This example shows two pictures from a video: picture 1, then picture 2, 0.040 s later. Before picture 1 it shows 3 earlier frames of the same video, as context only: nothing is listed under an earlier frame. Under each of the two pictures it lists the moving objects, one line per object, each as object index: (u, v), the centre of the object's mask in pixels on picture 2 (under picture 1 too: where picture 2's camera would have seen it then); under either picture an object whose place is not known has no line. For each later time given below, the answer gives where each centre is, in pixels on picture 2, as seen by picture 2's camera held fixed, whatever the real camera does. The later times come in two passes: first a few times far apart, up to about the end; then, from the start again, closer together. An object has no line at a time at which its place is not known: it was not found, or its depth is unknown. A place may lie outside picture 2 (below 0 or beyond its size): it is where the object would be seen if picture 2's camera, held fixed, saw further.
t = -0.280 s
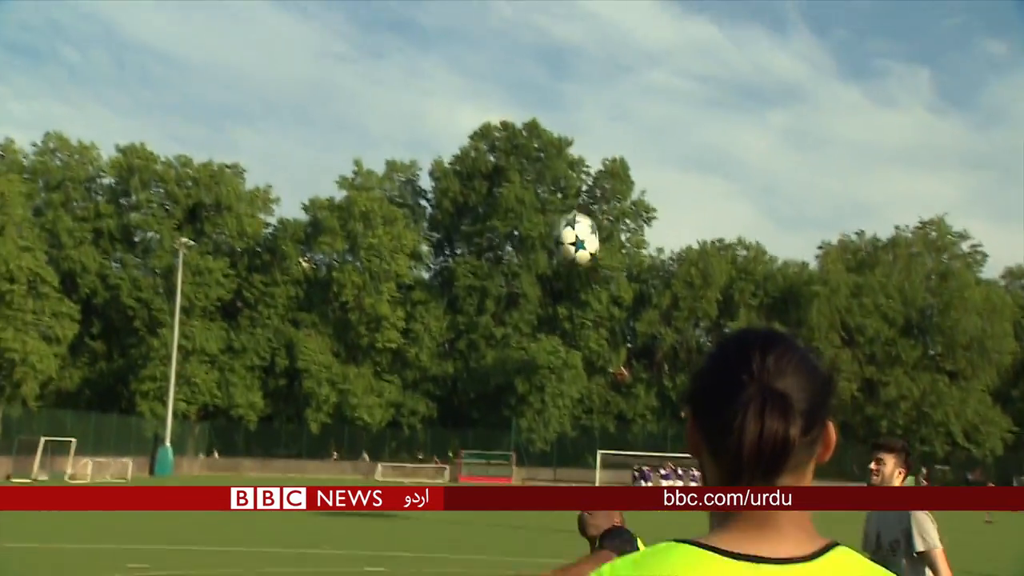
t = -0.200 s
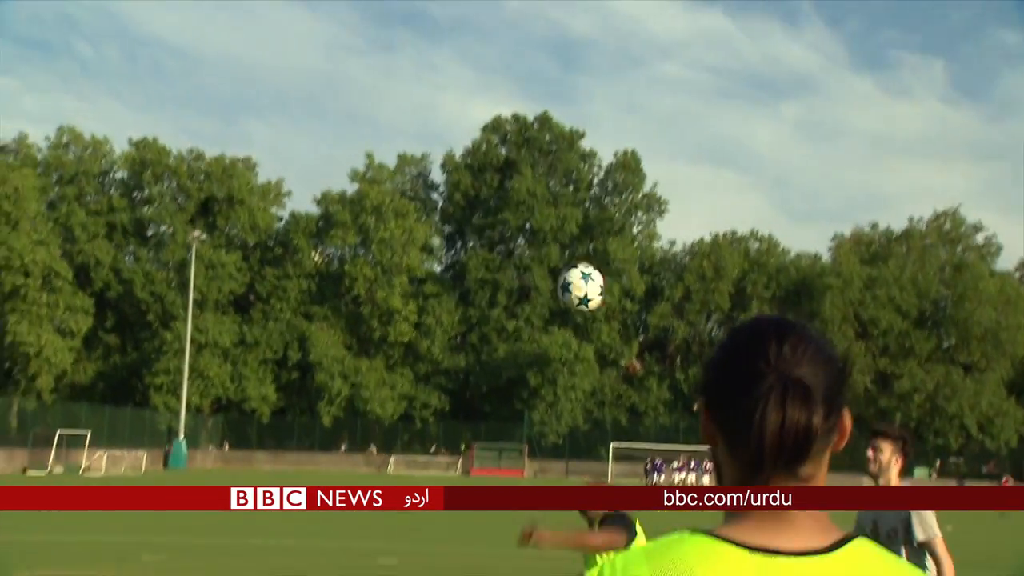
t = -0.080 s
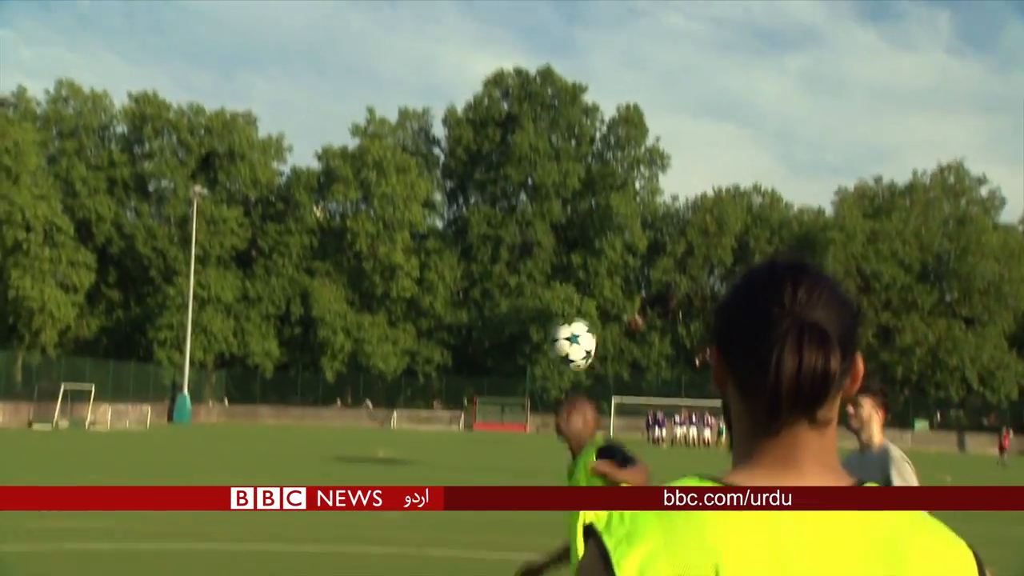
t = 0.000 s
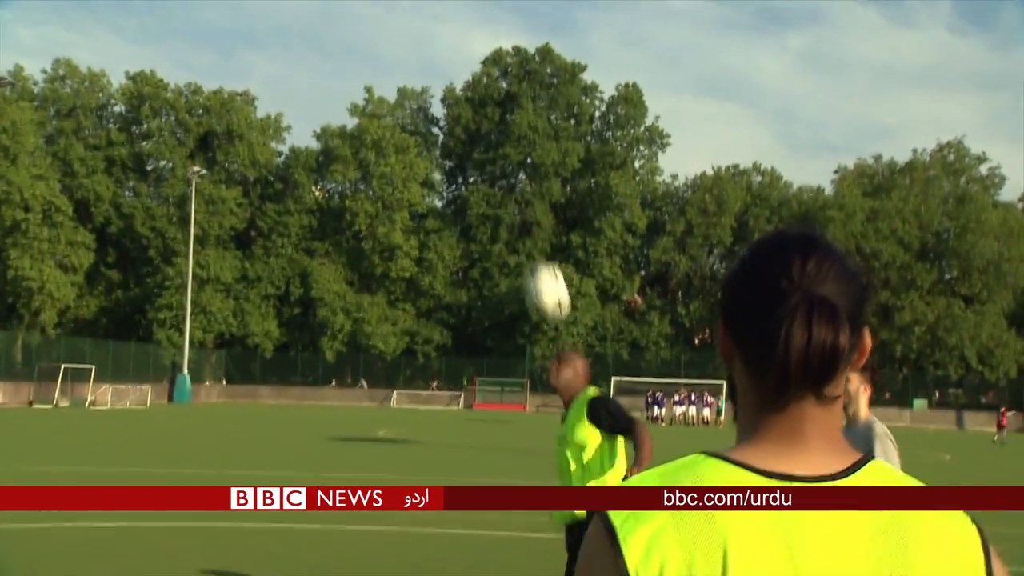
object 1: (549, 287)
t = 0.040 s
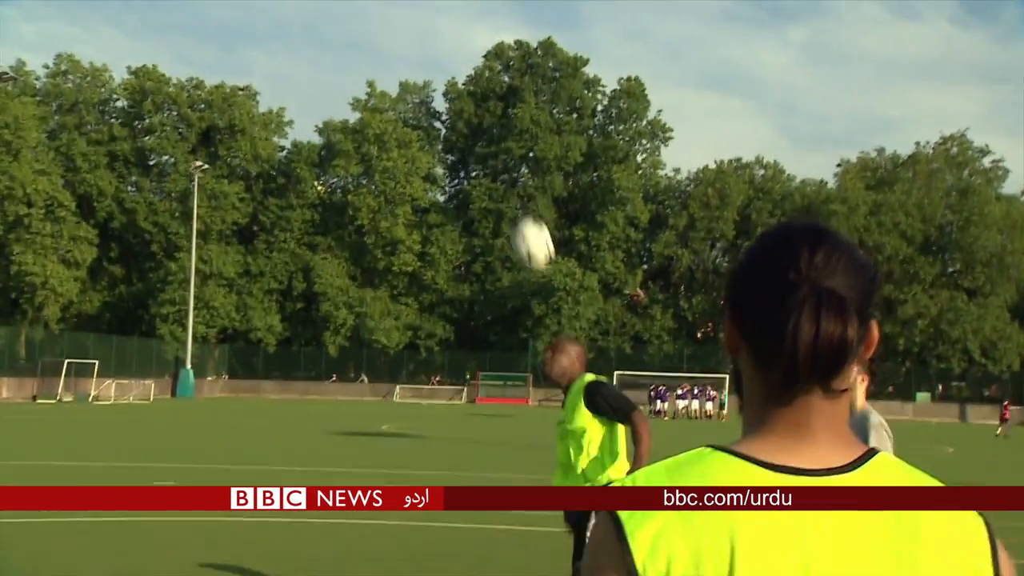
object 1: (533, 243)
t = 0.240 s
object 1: (461, 109)
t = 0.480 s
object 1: (393, 68)
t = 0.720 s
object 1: (337, 107)
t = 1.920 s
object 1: (183, 335)
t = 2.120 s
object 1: (158, 322)
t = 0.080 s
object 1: (517, 206)
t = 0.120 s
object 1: (502, 176)
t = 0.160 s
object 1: (488, 151)
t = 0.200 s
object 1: (474, 128)
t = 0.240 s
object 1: (461, 109)
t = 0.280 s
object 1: (450, 95)
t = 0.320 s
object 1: (436, 83)
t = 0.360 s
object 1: (424, 76)
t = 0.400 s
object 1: (413, 71)
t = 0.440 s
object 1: (402, 68)
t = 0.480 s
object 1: (393, 68)
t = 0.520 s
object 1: (383, 69)
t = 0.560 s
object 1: (374, 73)
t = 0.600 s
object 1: (364, 79)
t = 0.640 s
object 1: (355, 87)
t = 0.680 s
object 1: (346, 96)
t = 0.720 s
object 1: (337, 107)
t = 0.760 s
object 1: (329, 120)
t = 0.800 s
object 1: (321, 134)
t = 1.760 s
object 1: (195, 372)
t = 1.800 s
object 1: (192, 360)
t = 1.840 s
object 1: (190, 351)
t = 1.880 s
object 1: (186, 342)
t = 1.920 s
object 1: (183, 335)
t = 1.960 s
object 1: (180, 330)
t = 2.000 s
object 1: (174, 325)
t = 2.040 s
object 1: (170, 322)
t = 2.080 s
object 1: (165, 321)
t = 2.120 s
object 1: (158, 322)
